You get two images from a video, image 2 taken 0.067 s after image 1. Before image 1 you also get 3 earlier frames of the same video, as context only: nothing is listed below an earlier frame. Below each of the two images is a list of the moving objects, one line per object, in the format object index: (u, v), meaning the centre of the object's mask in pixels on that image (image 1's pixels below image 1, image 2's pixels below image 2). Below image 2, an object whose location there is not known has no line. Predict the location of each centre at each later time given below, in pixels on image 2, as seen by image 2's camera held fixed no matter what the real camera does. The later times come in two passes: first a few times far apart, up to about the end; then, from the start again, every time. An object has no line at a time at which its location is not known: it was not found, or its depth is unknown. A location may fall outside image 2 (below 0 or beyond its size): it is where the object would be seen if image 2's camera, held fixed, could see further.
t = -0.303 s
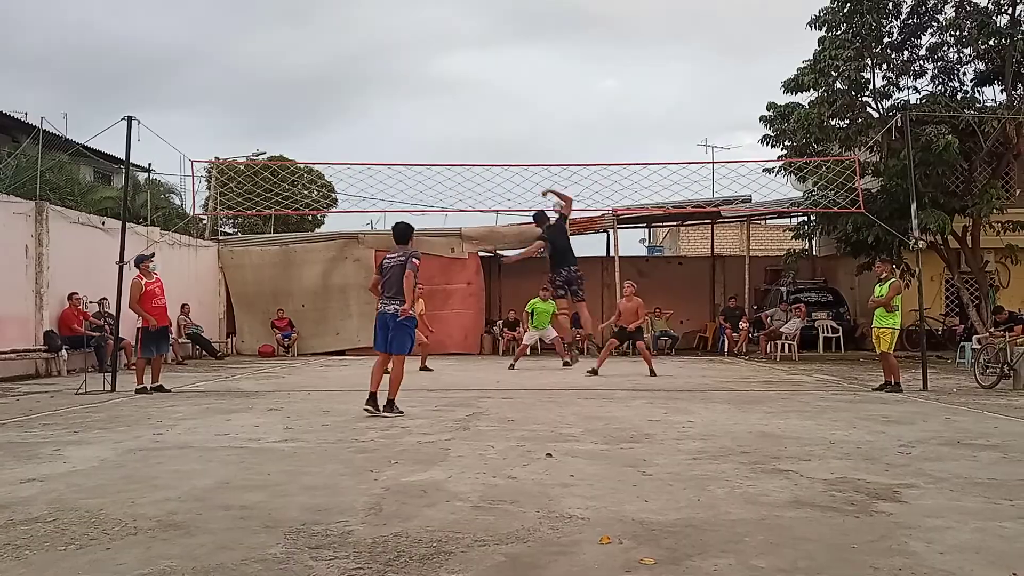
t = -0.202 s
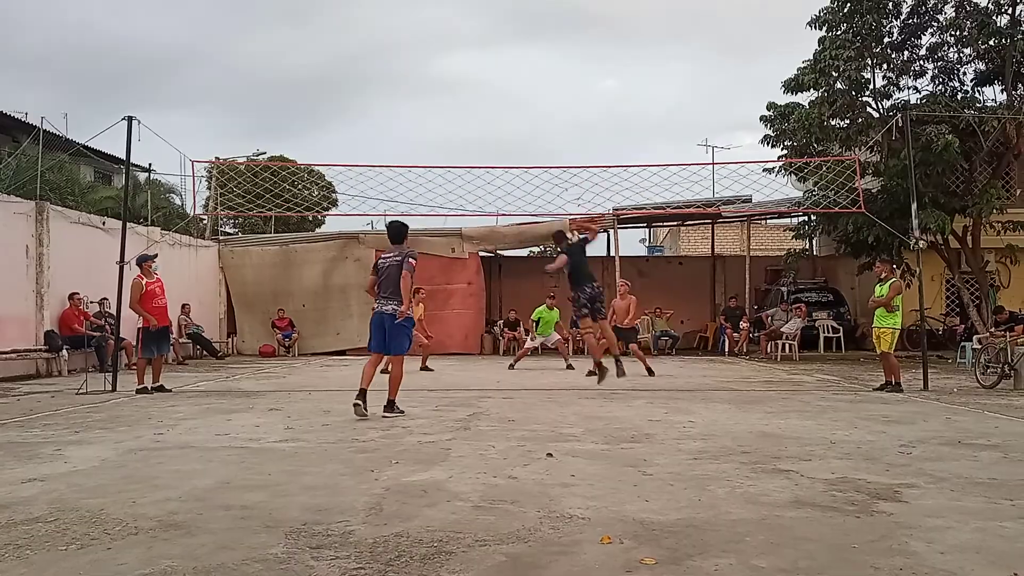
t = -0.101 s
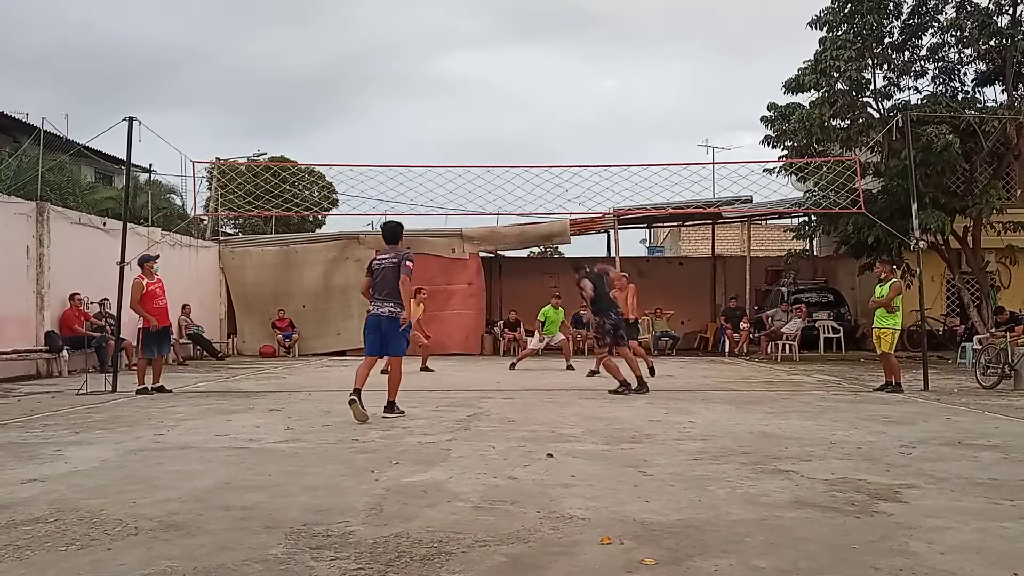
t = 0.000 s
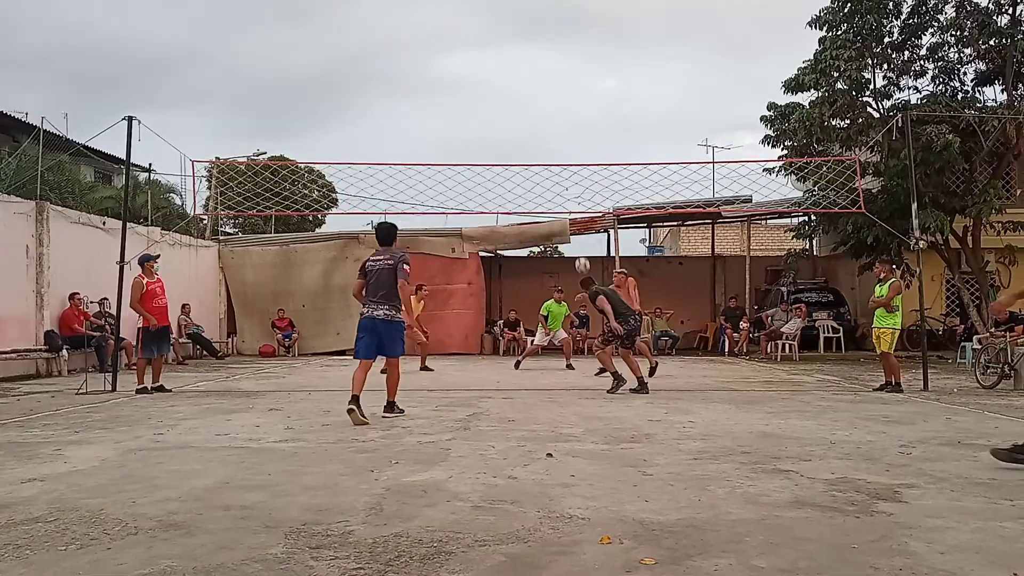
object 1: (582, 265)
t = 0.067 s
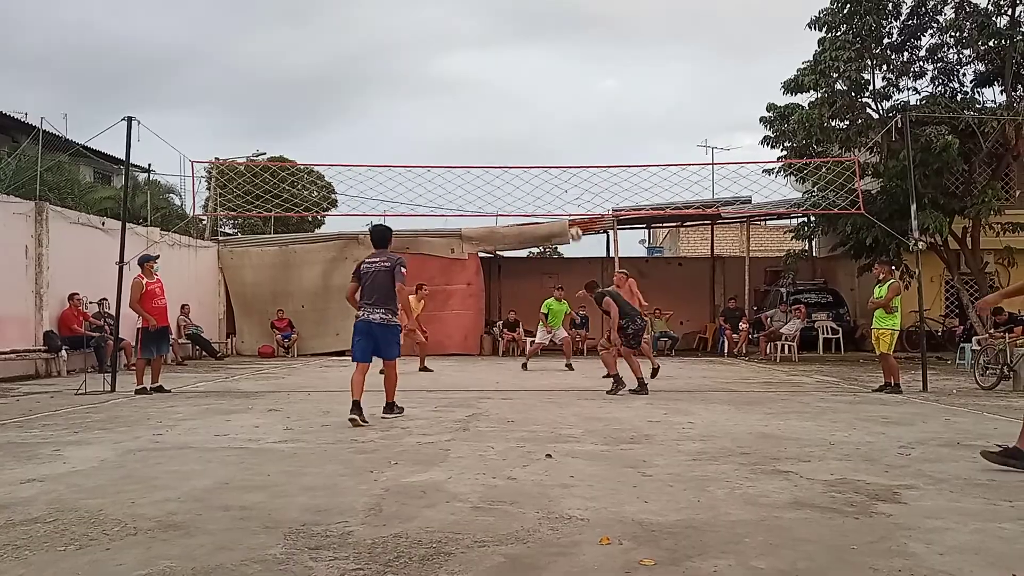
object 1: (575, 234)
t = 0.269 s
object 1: (556, 156)
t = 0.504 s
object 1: (534, 96)
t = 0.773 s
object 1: (508, 68)
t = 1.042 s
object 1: (483, 85)
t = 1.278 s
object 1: (462, 137)
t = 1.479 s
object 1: (443, 209)
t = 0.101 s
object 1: (573, 222)
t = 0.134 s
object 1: (569, 206)
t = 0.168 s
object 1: (565, 193)
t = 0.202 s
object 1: (562, 180)
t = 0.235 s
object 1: (559, 168)
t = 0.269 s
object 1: (556, 156)
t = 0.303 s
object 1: (553, 146)
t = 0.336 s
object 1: (550, 136)
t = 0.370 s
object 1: (547, 126)
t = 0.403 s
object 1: (543, 118)
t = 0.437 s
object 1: (540, 110)
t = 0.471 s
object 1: (537, 102)
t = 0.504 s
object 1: (534, 96)
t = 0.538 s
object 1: (531, 90)
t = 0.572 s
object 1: (528, 84)
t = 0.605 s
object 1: (524, 80)
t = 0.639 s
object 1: (521, 76)
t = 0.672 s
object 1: (518, 73)
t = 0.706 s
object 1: (515, 70)
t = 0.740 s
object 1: (512, 69)
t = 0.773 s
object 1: (508, 68)
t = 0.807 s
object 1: (505, 67)
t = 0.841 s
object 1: (502, 68)
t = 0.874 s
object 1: (499, 69)
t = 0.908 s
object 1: (496, 70)
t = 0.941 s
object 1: (493, 73)
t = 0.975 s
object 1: (490, 76)
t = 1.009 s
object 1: (486, 80)
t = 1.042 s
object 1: (483, 85)
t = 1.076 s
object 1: (480, 90)
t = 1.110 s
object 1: (477, 97)
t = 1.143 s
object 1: (474, 103)
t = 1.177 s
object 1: (471, 111)
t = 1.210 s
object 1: (468, 119)
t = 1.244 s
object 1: (464, 128)
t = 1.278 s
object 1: (462, 137)
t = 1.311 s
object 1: (459, 148)
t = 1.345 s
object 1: (455, 158)
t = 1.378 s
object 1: (452, 172)
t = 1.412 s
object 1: (449, 182)
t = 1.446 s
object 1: (446, 196)
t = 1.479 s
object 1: (443, 209)
